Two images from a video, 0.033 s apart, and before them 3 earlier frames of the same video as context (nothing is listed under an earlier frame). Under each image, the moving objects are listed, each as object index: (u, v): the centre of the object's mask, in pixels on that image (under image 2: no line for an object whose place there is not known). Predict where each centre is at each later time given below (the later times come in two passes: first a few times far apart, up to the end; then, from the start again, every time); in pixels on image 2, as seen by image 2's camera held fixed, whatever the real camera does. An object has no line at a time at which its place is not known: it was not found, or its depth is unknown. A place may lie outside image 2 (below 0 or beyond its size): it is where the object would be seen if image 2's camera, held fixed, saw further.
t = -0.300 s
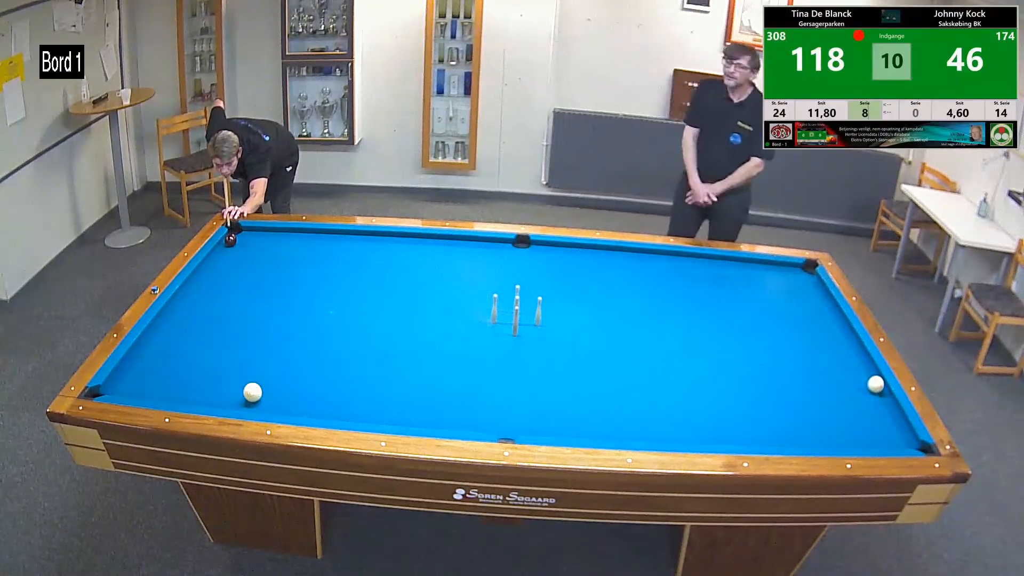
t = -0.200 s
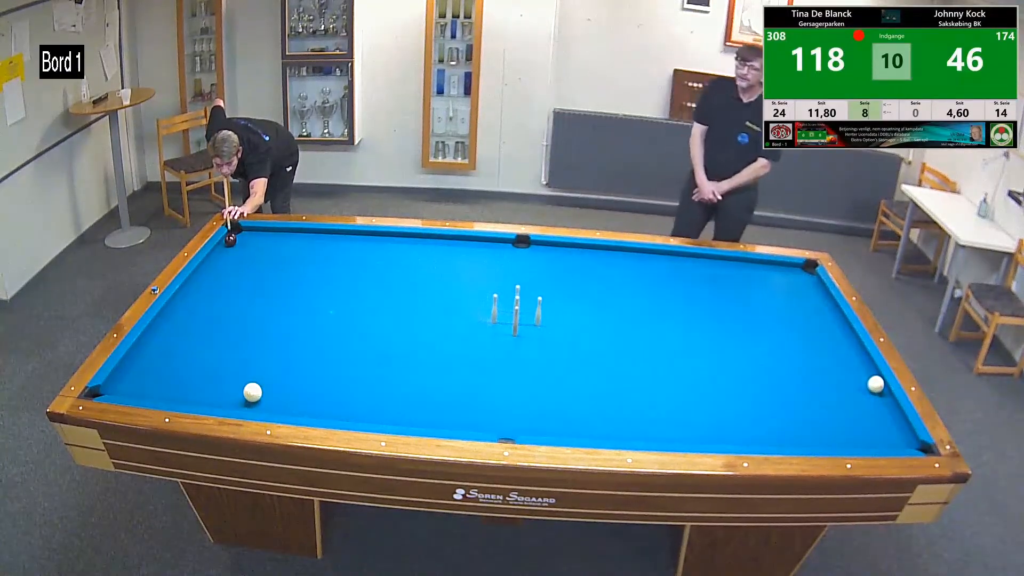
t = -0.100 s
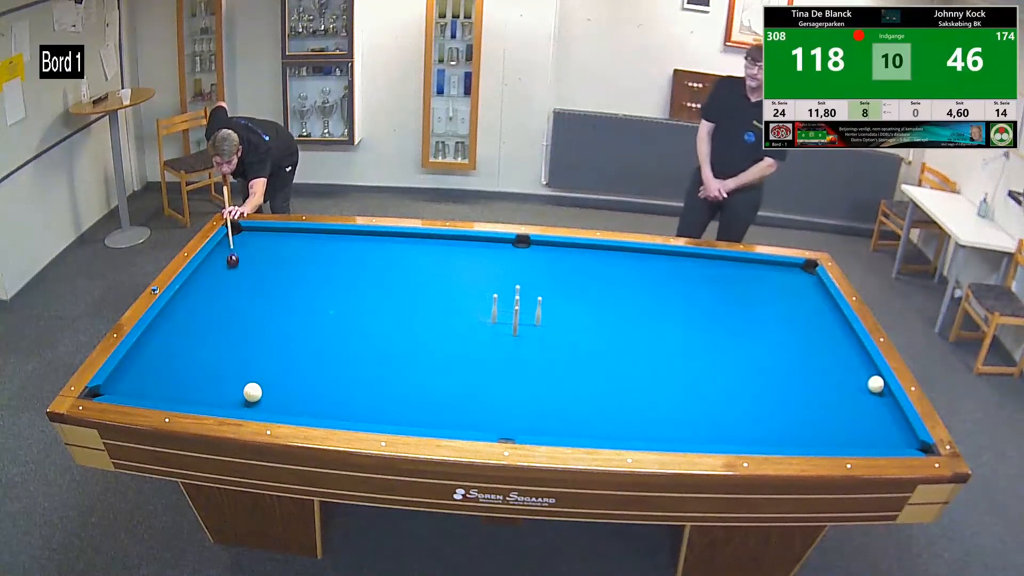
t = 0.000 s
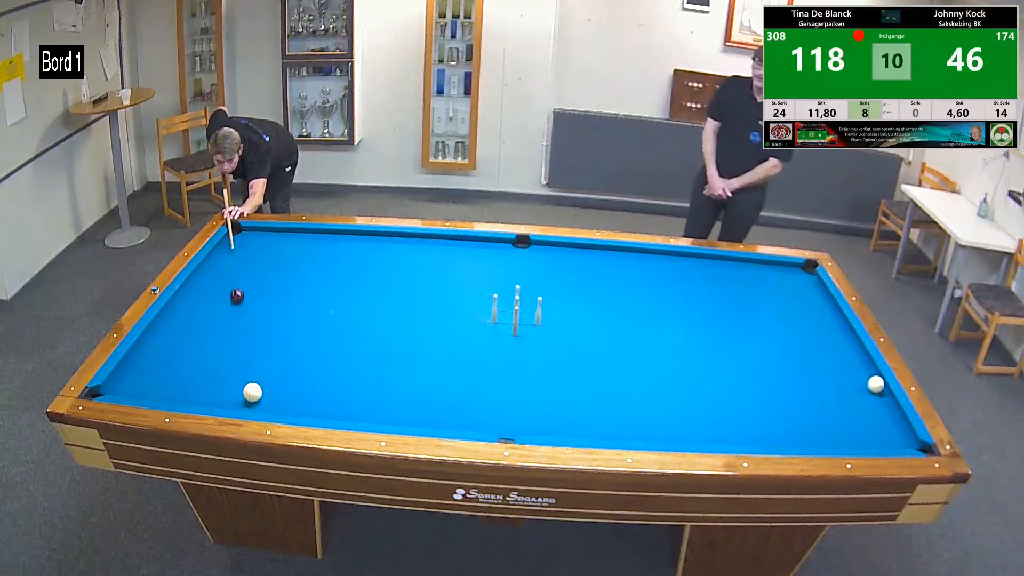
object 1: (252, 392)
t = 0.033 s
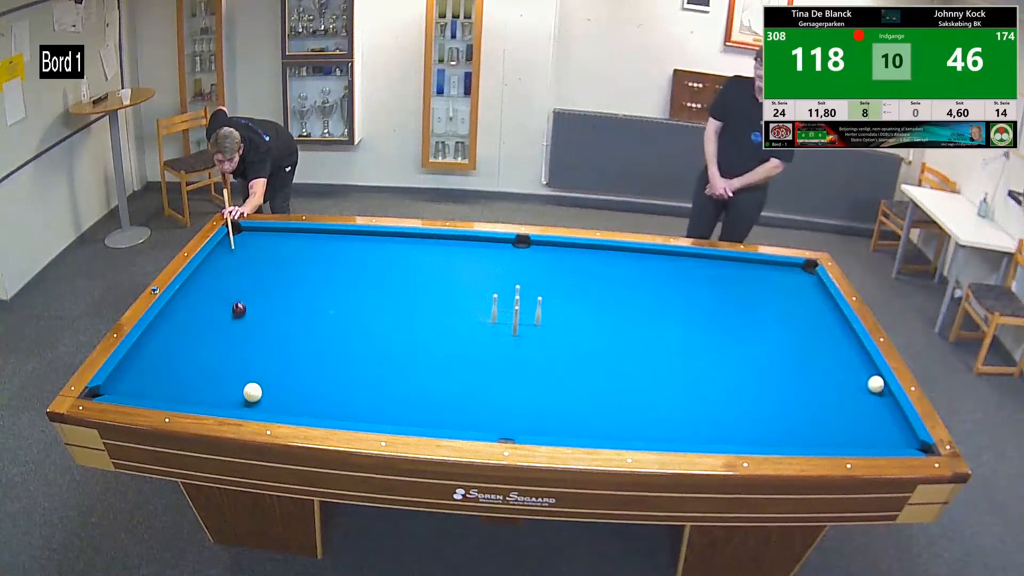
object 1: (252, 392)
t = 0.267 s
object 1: (267, 401)
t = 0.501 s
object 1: (331, 344)
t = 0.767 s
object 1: (382, 298)
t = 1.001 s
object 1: (420, 266)
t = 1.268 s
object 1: (452, 240)
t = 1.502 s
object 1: (450, 259)
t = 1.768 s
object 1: (448, 279)
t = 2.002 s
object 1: (447, 299)
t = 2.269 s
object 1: (445, 323)
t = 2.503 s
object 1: (444, 346)
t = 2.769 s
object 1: (442, 375)
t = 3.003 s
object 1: (441, 402)
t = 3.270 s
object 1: (441, 419)
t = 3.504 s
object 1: (445, 403)
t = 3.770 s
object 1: (449, 386)
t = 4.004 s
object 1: (452, 372)
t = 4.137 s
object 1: (454, 364)
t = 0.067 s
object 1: (253, 392)
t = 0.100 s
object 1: (253, 392)
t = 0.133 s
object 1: (252, 392)
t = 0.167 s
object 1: (252, 392)
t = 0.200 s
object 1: (253, 393)
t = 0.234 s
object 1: (256, 405)
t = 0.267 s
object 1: (267, 401)
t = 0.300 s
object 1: (278, 391)
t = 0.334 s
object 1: (288, 382)
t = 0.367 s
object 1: (298, 373)
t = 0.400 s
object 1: (307, 365)
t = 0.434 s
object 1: (316, 357)
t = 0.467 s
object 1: (324, 350)
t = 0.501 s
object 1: (331, 344)
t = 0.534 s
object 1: (338, 337)
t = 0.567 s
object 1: (345, 331)
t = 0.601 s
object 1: (351, 325)
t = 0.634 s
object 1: (358, 320)
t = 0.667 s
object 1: (364, 314)
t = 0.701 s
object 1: (370, 309)
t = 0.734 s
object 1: (376, 303)
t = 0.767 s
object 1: (382, 298)
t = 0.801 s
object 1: (388, 293)
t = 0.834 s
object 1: (394, 288)
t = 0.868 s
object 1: (399, 284)
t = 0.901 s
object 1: (405, 279)
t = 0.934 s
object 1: (410, 275)
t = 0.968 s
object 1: (415, 270)
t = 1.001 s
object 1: (420, 266)
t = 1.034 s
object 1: (425, 261)
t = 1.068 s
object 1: (429, 257)
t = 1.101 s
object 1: (434, 254)
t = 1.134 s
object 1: (439, 249)
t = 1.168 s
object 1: (443, 246)
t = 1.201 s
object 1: (448, 242)
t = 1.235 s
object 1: (452, 238)
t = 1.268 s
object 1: (452, 240)
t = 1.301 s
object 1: (452, 243)
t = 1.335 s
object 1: (451, 246)
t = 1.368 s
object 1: (451, 249)
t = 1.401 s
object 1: (450, 251)
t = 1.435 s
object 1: (450, 254)
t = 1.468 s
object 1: (450, 256)
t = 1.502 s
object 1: (450, 259)
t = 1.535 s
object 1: (450, 261)
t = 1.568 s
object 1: (449, 264)
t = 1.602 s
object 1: (449, 266)
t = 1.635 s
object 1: (449, 269)
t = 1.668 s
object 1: (449, 271)
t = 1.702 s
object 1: (449, 274)
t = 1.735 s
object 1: (448, 276)
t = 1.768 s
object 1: (448, 279)
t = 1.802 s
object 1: (448, 282)
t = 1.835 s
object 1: (448, 285)
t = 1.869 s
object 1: (448, 287)
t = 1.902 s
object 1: (447, 290)
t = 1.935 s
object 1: (447, 293)
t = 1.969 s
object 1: (447, 296)
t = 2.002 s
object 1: (447, 299)
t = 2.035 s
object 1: (446, 302)
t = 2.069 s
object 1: (446, 305)
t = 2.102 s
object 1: (446, 308)
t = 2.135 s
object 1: (446, 311)
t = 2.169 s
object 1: (446, 314)
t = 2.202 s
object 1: (445, 317)
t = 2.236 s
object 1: (445, 320)
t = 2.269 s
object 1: (445, 323)
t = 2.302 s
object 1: (445, 326)
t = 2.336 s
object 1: (445, 329)
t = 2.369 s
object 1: (445, 333)
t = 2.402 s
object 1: (444, 336)
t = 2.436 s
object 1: (444, 339)
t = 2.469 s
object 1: (444, 343)
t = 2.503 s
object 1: (444, 346)
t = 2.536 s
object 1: (443, 349)
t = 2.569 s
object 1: (443, 353)
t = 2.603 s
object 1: (443, 356)
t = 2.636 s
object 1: (443, 360)
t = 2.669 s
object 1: (443, 364)
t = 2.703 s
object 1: (442, 367)
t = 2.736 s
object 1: (442, 371)
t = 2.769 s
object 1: (442, 375)
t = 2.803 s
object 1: (442, 379)
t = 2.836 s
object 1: (442, 382)
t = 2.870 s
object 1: (441, 386)
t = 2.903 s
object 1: (441, 390)
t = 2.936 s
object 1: (441, 394)
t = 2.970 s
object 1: (441, 398)
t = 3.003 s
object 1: (441, 402)
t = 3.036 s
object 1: (441, 406)
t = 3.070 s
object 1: (440, 410)
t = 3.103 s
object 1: (440, 415)
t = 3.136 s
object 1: (440, 418)
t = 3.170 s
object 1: (440, 421)
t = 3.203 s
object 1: (440, 423)
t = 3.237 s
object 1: (441, 421)
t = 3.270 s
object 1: (441, 419)
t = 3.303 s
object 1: (442, 417)
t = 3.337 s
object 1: (442, 414)
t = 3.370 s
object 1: (443, 412)
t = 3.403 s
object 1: (443, 410)
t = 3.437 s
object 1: (444, 407)
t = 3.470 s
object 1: (445, 405)
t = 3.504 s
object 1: (445, 403)
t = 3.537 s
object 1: (445, 401)
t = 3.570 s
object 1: (446, 398)
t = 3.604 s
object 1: (446, 396)
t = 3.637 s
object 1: (447, 394)
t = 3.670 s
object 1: (448, 392)
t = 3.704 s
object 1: (448, 390)
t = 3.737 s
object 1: (449, 387)
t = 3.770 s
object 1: (449, 386)
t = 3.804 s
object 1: (449, 383)
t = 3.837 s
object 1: (450, 381)
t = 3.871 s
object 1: (450, 379)
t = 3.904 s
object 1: (451, 377)
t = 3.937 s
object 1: (451, 375)
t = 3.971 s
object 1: (452, 373)
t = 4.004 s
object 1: (452, 372)
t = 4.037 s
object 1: (453, 370)
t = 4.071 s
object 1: (453, 368)
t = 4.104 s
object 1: (454, 366)
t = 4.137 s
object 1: (454, 364)
